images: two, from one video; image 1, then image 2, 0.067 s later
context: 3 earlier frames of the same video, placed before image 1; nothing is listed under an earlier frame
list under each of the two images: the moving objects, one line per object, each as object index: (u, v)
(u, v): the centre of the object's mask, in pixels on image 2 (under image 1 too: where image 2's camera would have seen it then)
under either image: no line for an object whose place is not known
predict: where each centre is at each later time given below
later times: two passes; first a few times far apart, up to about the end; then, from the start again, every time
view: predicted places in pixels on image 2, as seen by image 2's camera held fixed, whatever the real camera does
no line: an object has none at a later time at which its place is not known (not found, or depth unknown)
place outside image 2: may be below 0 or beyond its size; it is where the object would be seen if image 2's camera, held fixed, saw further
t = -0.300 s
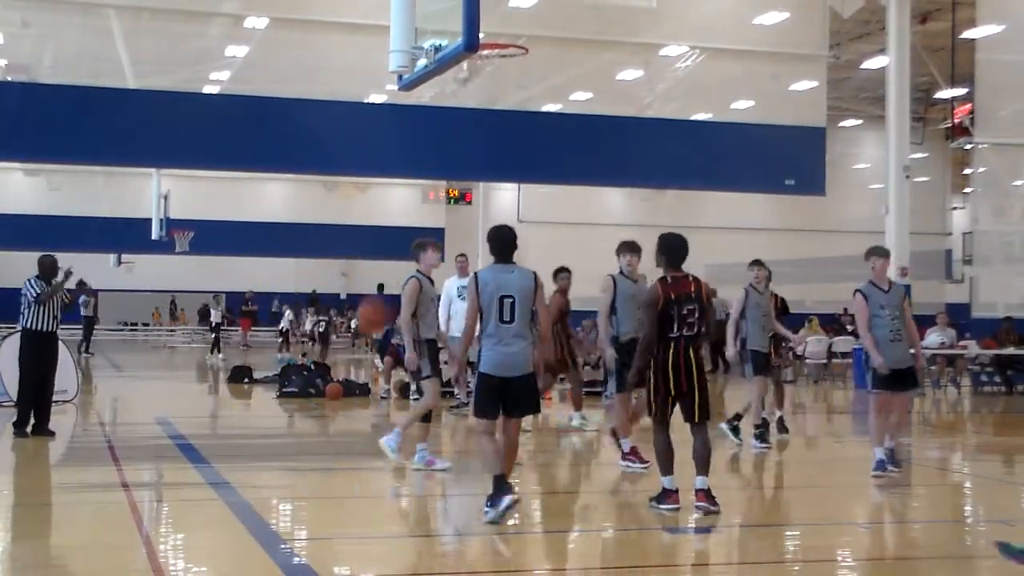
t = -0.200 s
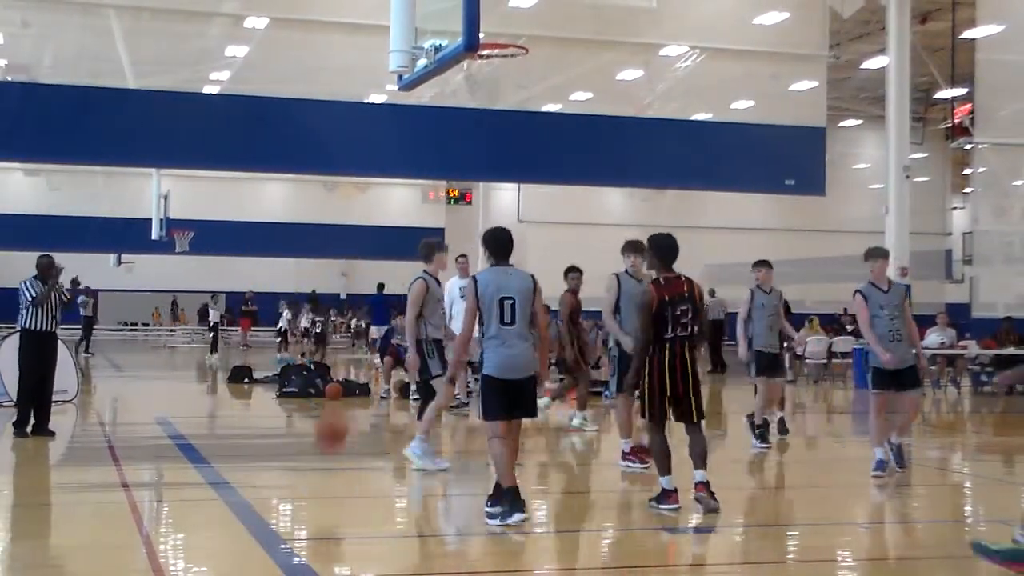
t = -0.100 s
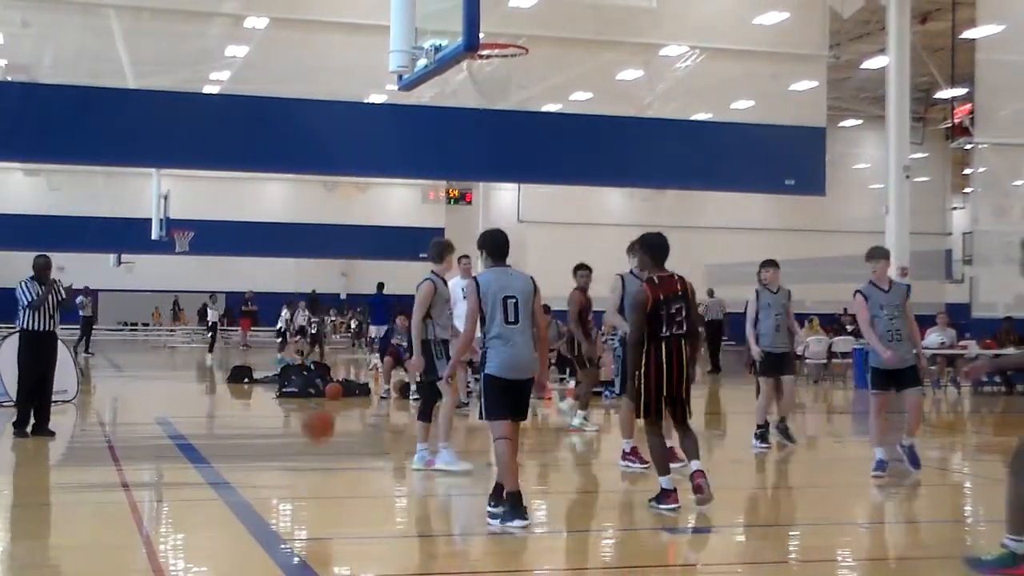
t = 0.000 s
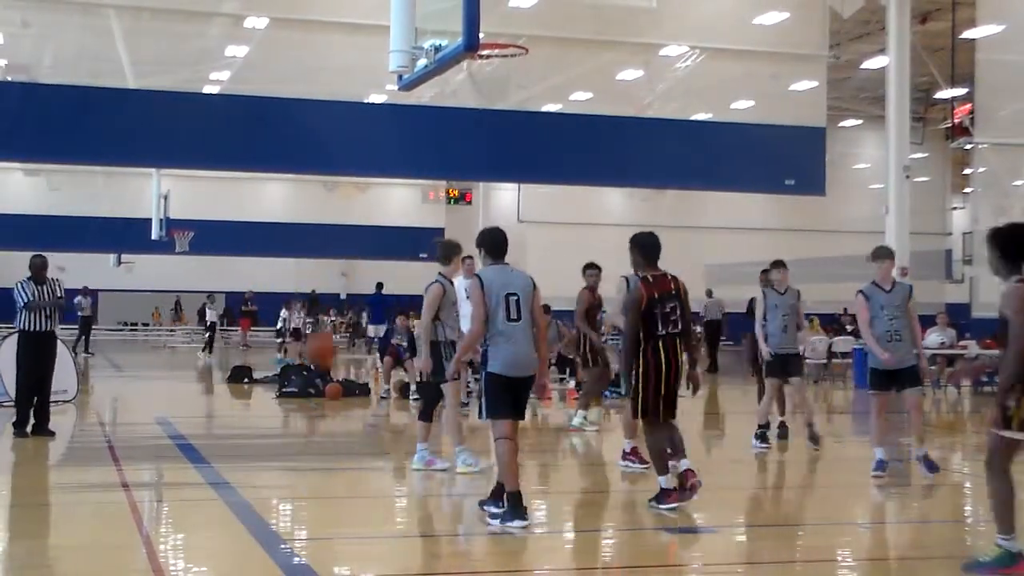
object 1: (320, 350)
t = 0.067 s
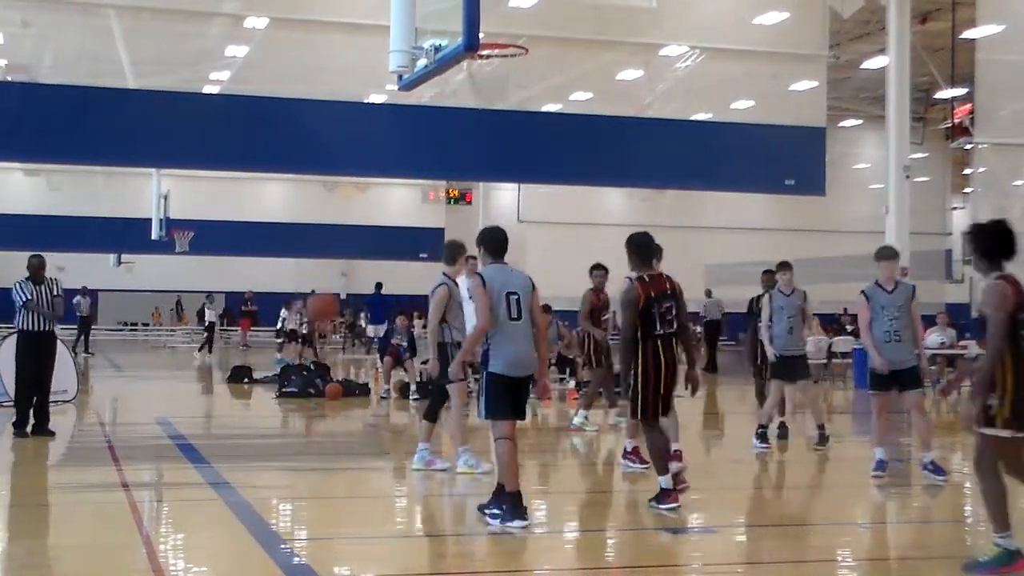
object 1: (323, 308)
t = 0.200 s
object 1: (326, 243)
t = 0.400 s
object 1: (333, 193)
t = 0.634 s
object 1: (338, 202)
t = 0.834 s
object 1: (342, 268)
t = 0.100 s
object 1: (324, 290)
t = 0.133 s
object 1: (325, 272)
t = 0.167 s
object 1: (326, 256)
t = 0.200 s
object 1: (326, 243)
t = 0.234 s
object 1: (328, 232)
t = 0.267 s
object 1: (329, 221)
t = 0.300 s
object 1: (330, 211)
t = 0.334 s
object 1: (331, 204)
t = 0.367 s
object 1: (332, 197)
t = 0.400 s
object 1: (333, 193)
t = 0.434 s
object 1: (334, 190)
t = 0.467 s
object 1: (335, 188)
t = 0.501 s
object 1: (336, 188)
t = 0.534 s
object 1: (337, 189)
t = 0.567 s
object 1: (337, 192)
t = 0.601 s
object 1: (338, 196)
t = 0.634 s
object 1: (338, 202)
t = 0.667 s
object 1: (339, 209)
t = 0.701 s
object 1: (339, 218)
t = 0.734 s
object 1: (341, 229)
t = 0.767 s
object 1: (341, 240)
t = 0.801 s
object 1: (342, 253)
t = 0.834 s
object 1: (342, 268)
